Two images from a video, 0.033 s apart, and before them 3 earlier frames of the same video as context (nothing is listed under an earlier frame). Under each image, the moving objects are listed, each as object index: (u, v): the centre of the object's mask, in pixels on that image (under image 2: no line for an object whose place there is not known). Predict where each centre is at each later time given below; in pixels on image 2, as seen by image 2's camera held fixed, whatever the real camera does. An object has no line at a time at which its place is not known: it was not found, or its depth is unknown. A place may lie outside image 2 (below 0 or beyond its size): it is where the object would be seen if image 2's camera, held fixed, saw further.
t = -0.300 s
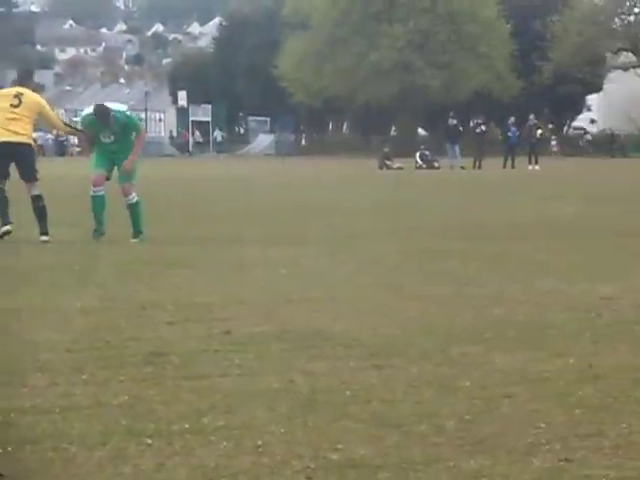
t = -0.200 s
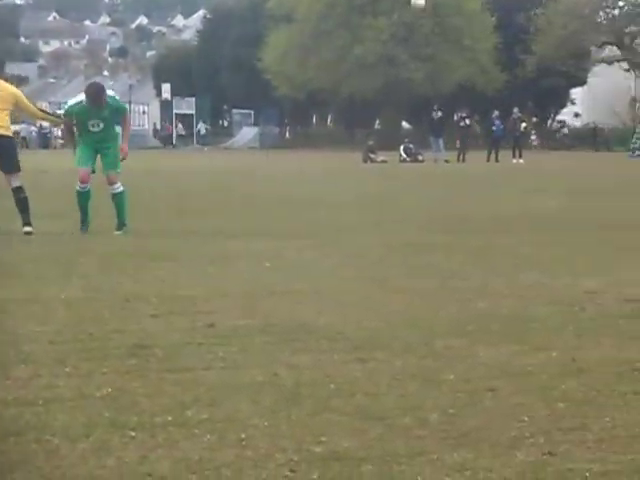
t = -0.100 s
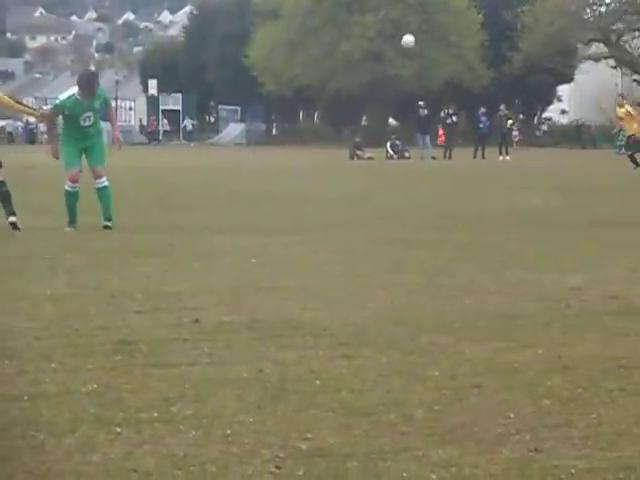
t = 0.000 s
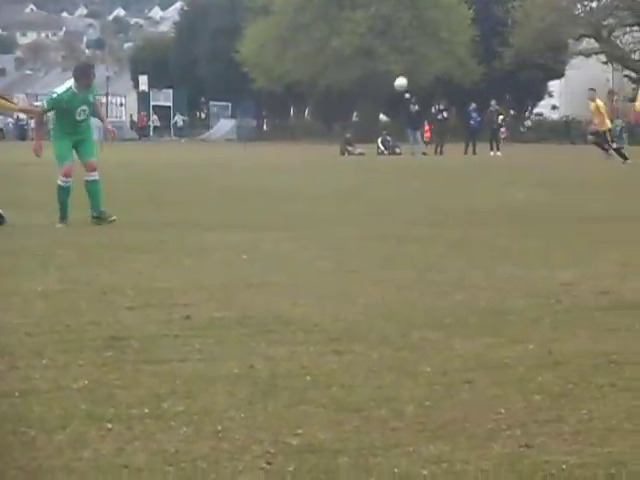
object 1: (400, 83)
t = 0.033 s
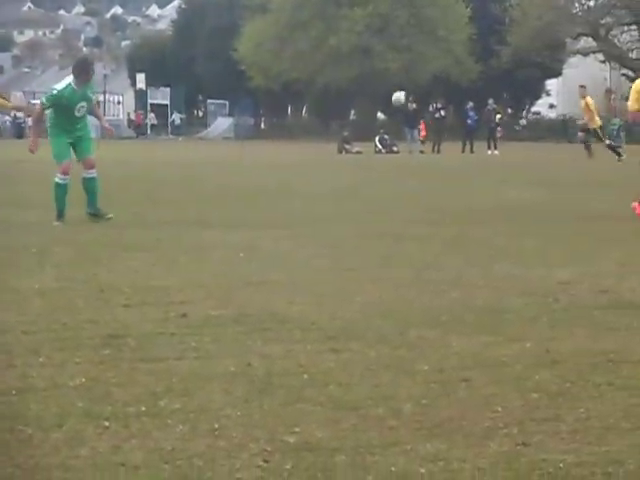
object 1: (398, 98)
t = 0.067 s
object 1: (398, 115)
